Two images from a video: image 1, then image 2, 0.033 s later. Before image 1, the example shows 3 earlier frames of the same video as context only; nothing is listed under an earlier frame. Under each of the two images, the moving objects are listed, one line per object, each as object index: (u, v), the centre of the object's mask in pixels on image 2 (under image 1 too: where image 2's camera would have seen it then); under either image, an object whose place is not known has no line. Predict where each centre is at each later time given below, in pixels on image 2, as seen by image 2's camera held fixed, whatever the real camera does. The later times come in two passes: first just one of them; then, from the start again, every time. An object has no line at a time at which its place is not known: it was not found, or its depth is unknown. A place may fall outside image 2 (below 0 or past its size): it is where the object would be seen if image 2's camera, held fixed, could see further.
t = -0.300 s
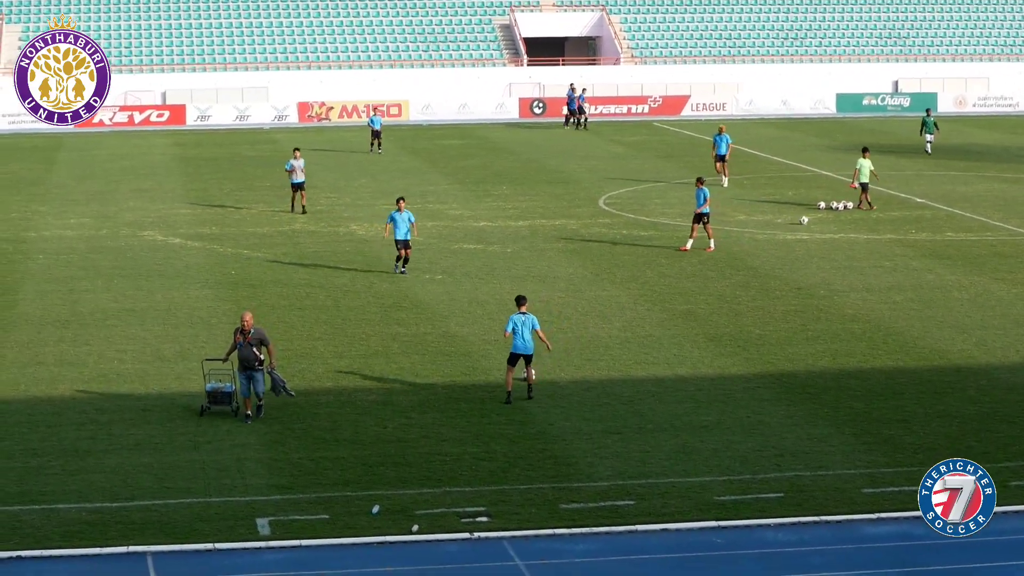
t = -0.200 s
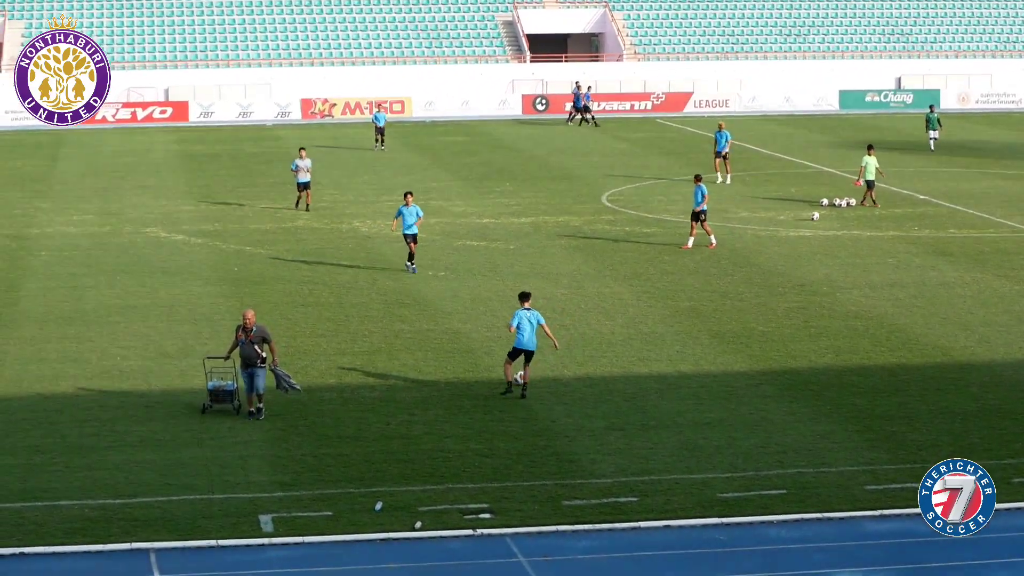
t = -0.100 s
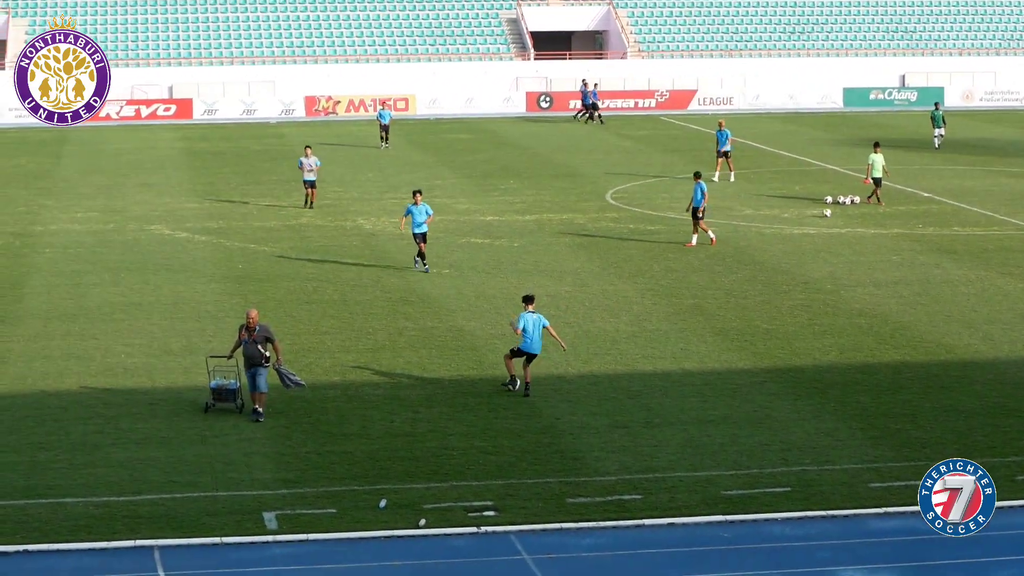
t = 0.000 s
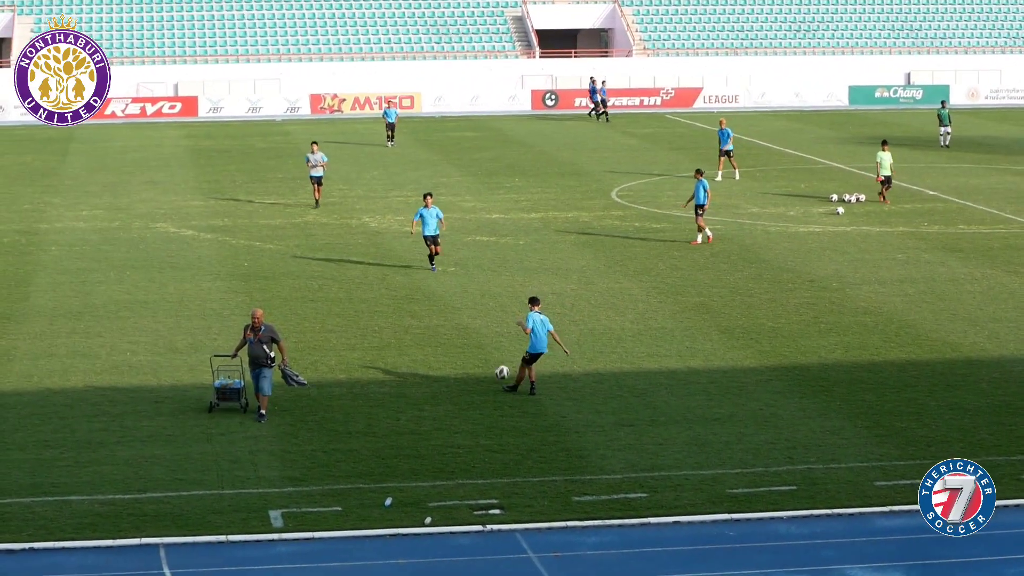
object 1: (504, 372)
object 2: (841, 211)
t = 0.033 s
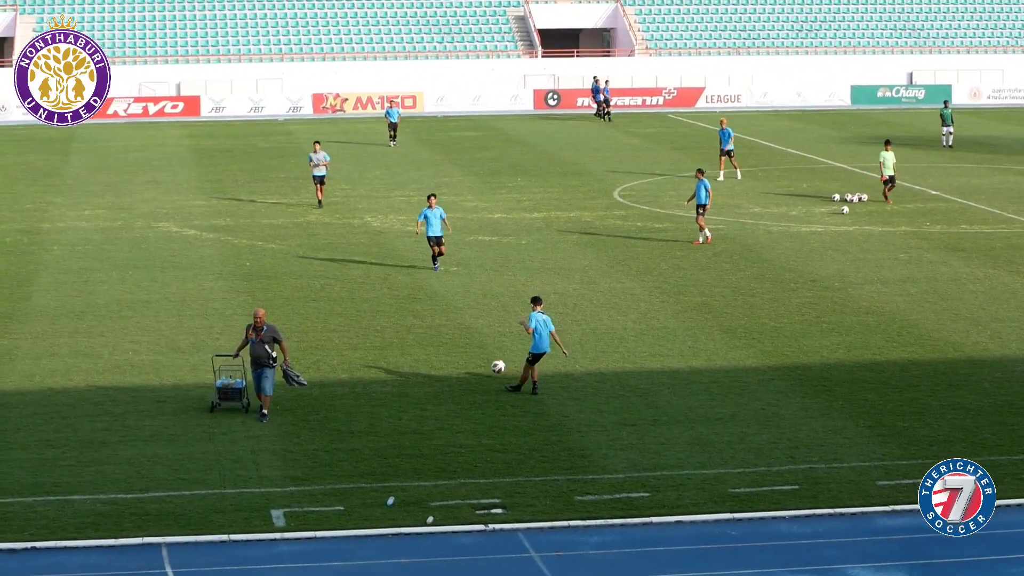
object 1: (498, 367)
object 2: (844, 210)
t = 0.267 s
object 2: (865, 209)
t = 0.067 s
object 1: (493, 362)
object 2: (847, 210)
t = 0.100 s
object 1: (487, 358)
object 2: (850, 209)
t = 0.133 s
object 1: (481, 354)
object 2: (853, 210)
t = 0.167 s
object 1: (476, 352)
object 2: (856, 209)
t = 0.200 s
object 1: (471, 349)
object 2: (859, 209)
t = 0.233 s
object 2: (862, 209)
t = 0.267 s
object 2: (865, 209)
